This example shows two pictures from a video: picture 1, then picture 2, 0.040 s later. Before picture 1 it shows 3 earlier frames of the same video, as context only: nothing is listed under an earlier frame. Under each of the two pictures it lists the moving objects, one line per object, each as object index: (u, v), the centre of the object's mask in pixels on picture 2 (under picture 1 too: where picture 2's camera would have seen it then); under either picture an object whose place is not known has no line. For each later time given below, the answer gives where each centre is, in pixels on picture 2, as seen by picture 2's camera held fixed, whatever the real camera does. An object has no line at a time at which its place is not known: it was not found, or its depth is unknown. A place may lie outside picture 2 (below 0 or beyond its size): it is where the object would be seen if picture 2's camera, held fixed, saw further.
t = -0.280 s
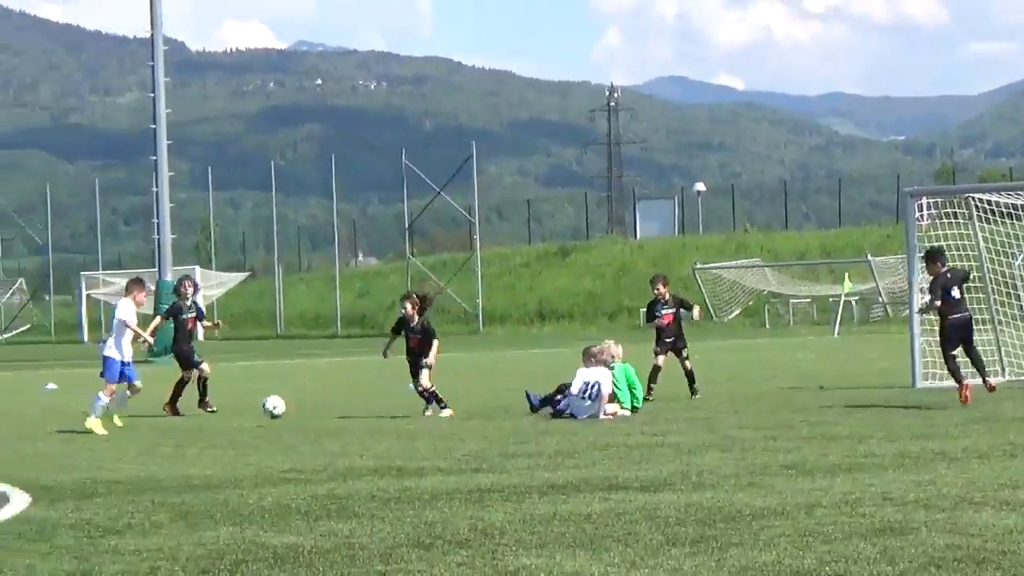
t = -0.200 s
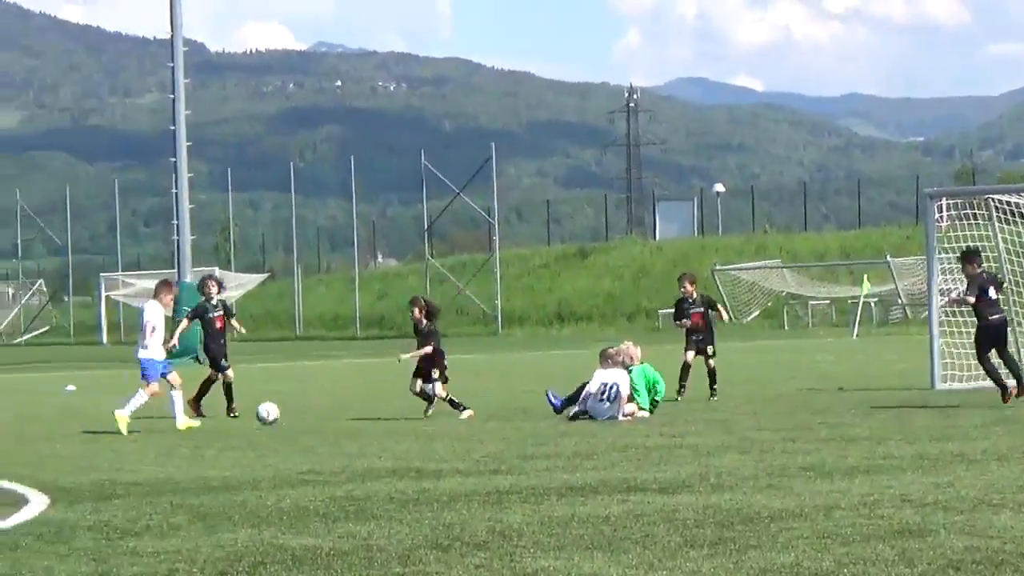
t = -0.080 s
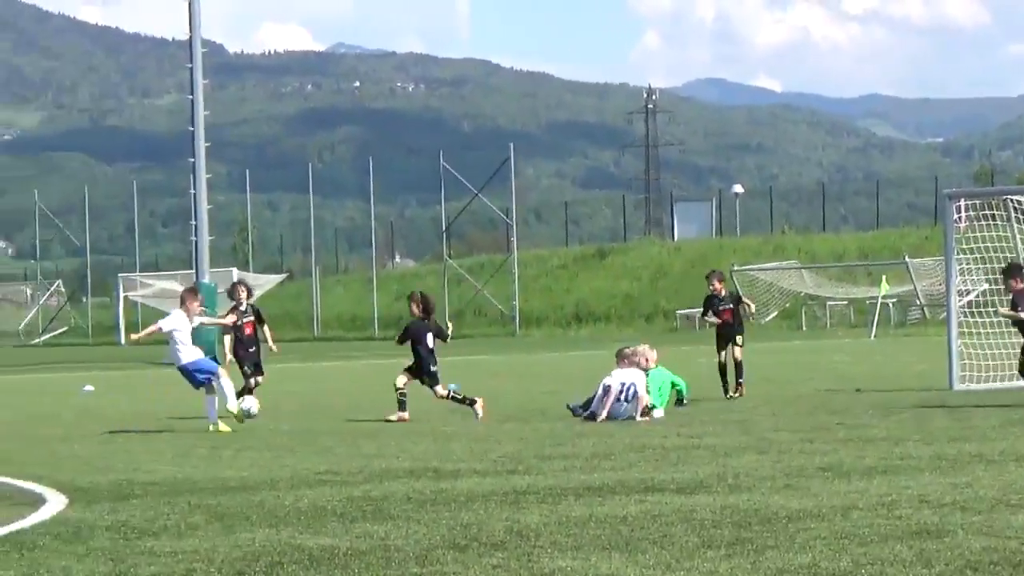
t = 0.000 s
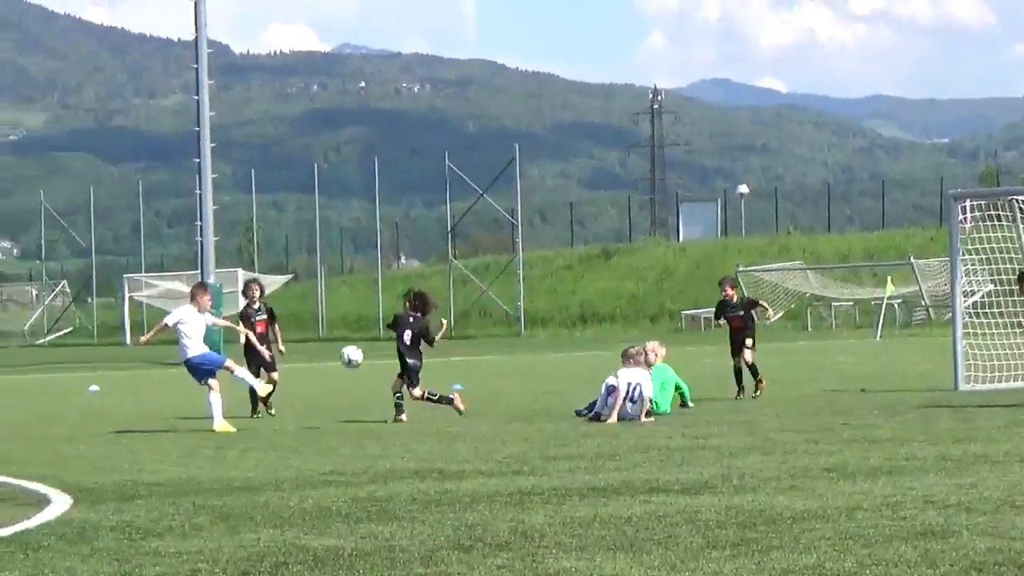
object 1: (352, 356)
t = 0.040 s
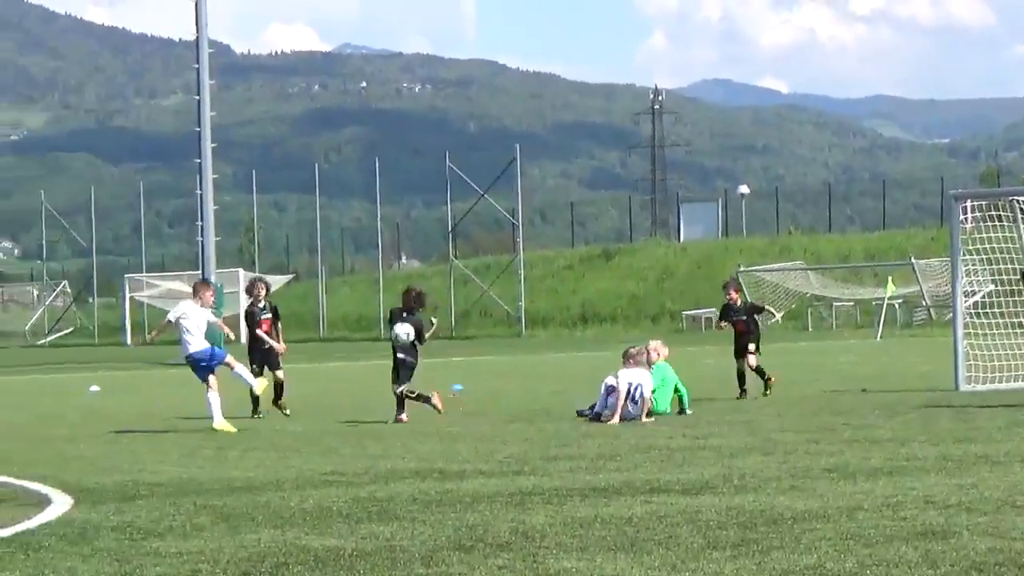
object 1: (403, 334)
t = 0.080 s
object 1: (454, 311)
